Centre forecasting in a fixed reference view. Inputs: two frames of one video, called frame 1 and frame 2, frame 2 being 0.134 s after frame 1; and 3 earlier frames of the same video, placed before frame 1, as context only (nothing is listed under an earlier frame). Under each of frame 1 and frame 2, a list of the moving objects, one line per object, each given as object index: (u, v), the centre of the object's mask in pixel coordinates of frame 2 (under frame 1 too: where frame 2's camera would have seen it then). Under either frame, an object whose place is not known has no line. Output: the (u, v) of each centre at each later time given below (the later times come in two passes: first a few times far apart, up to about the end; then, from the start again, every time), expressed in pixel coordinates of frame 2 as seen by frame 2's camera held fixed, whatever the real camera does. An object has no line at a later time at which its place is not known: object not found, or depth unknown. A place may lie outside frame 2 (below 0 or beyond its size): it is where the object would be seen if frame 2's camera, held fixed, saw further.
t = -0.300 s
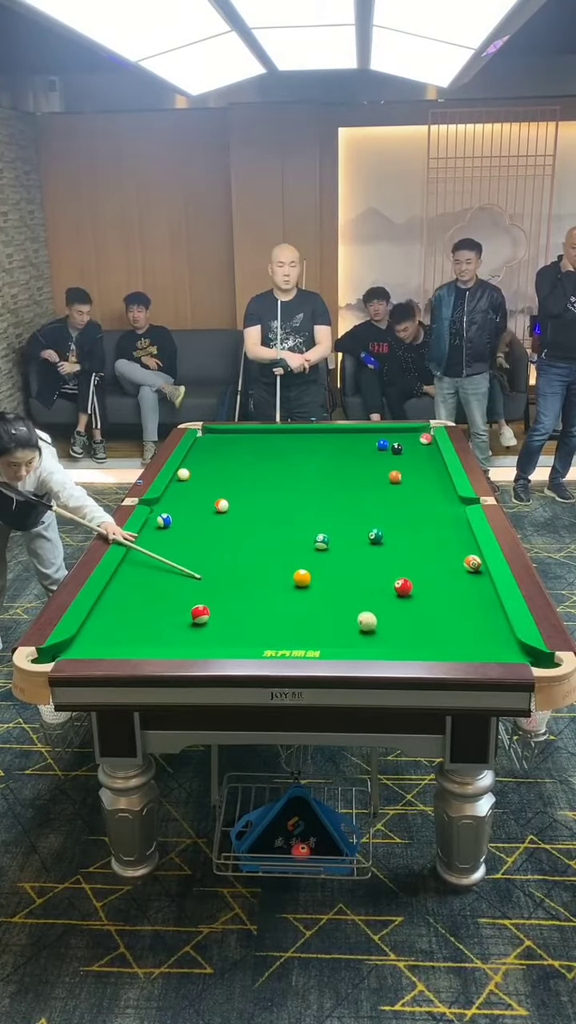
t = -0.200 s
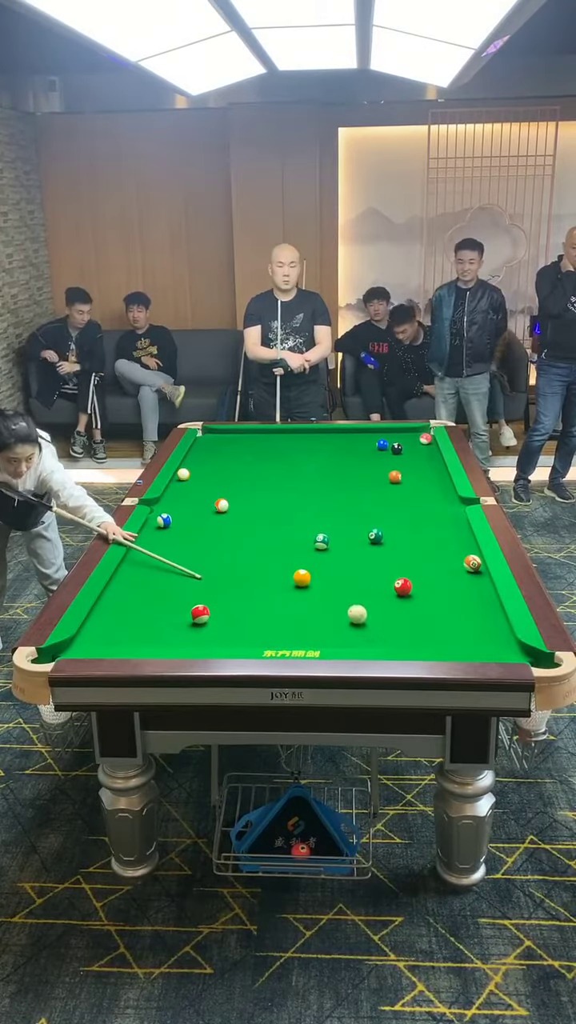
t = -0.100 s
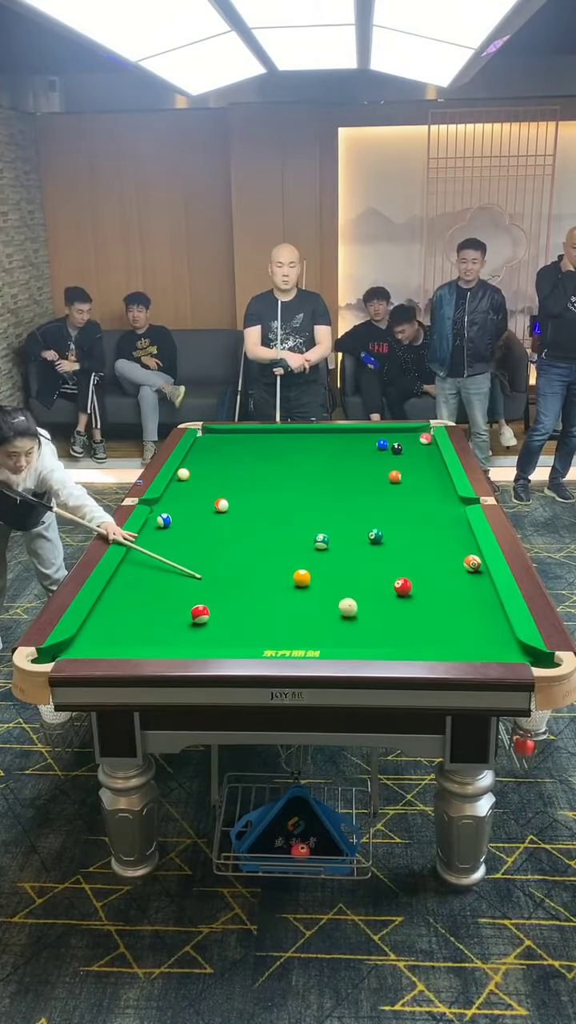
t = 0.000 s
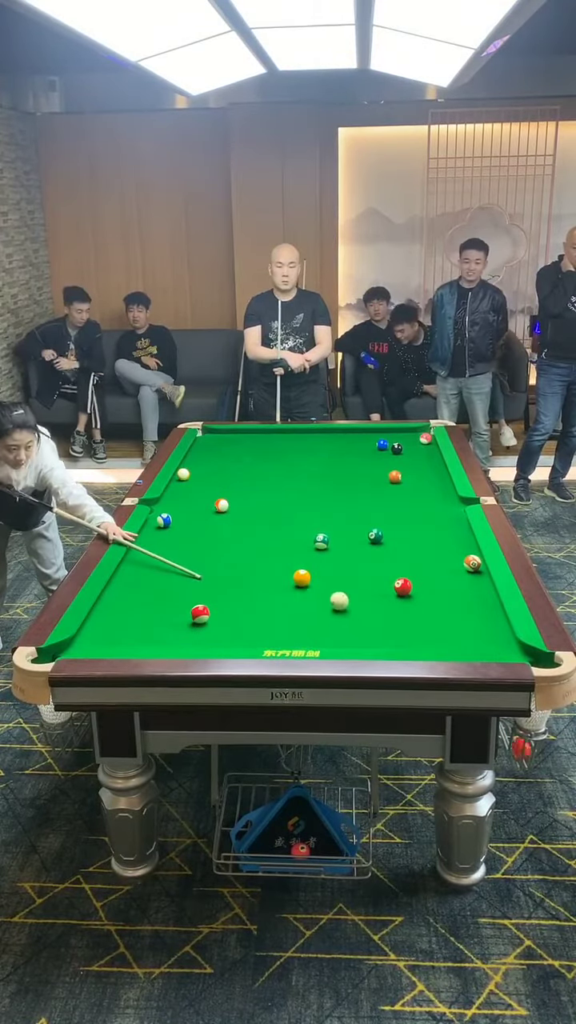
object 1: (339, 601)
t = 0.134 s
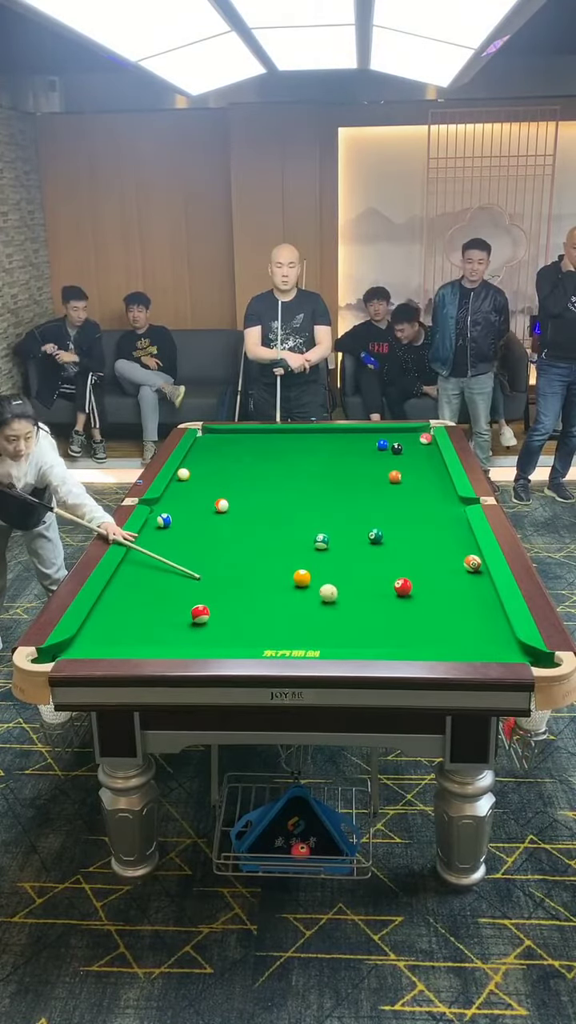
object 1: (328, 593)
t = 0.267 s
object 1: (318, 586)
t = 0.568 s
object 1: (315, 579)
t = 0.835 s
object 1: (315, 574)
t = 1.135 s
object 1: (316, 571)
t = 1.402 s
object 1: (316, 569)
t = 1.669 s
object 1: (316, 567)
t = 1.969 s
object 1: (316, 567)
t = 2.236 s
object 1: (316, 567)
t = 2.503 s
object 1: (316, 567)
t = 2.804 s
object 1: (316, 567)
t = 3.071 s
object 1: (316, 567)
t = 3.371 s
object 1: (316, 567)
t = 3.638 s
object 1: (316, 567)
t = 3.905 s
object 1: (316, 567)
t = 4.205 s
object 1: (316, 567)
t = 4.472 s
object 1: (316, 567)
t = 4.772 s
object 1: (316, 567)
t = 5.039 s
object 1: (316, 567)
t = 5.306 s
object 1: (316, 567)
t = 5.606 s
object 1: (316, 567)
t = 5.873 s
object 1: (316, 567)
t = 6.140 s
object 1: (316, 567)
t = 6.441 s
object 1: (316, 567)
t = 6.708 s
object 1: (316, 567)
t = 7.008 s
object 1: (316, 567)
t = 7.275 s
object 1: (316, 567)
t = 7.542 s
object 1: (316, 567)
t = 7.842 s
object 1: (316, 567)
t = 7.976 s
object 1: (316, 567)
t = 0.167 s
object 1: (326, 591)
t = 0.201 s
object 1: (323, 589)
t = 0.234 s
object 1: (321, 588)
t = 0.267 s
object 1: (318, 586)
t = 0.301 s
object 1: (316, 584)
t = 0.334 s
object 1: (314, 583)
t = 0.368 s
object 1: (314, 582)
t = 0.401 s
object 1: (315, 582)
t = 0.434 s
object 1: (315, 581)
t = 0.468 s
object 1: (315, 580)
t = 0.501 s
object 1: (315, 580)
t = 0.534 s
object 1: (315, 579)
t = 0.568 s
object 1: (315, 579)
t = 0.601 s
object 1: (315, 578)
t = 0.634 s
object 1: (315, 577)
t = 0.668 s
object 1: (315, 577)
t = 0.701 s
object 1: (315, 576)
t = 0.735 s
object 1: (315, 576)
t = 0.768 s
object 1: (315, 575)
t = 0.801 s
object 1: (315, 575)
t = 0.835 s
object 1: (315, 574)
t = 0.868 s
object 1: (315, 574)
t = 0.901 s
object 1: (315, 573)
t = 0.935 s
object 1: (315, 573)
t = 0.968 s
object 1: (315, 573)
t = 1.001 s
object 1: (315, 572)
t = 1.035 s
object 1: (315, 572)
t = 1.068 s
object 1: (316, 572)
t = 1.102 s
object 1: (316, 571)
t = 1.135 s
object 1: (316, 571)
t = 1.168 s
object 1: (316, 571)
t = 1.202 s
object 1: (316, 570)
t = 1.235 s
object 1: (316, 570)
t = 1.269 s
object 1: (316, 570)
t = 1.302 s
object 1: (316, 569)
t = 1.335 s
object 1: (316, 569)
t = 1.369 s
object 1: (316, 569)
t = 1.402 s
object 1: (316, 569)
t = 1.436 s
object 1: (316, 568)
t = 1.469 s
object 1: (316, 568)
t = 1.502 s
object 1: (316, 568)
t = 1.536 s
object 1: (316, 568)
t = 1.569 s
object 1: (316, 568)
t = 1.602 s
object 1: (316, 568)
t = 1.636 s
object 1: (316, 567)
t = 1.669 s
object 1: (316, 567)
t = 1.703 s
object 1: (316, 567)
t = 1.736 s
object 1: (316, 567)
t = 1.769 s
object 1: (316, 567)
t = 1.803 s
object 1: (316, 567)
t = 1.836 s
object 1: (316, 567)
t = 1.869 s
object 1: (316, 567)
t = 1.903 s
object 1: (316, 567)
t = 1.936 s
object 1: (316, 567)
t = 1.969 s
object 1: (316, 567)
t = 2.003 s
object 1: (316, 567)
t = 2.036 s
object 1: (316, 567)
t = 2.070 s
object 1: (316, 567)
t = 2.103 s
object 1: (316, 567)
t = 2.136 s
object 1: (316, 567)
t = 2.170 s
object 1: (316, 567)
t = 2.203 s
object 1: (316, 567)
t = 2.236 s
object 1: (316, 567)
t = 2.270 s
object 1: (316, 567)
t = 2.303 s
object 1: (316, 567)
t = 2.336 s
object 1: (316, 567)
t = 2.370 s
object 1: (316, 567)
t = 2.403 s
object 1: (316, 567)
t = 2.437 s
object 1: (316, 566)
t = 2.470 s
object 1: (316, 567)
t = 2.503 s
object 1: (316, 567)
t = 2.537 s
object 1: (316, 567)
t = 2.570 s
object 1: (316, 567)
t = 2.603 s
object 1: (316, 567)
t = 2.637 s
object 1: (316, 567)
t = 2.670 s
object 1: (316, 567)
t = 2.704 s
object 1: (316, 567)
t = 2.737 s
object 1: (316, 567)
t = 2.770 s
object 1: (316, 567)
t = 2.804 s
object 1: (316, 567)
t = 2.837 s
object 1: (316, 567)
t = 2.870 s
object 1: (316, 567)
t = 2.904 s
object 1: (316, 567)
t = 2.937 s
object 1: (316, 567)
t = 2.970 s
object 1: (316, 567)
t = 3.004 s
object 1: (316, 567)
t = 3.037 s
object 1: (316, 567)
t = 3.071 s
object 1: (316, 567)
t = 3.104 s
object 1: (316, 567)
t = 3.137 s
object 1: (316, 567)
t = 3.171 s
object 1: (316, 567)
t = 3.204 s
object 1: (316, 567)
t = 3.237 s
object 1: (316, 567)
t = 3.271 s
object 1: (316, 567)
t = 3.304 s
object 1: (316, 567)
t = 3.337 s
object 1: (316, 567)
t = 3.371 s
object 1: (316, 567)
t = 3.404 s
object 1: (316, 567)
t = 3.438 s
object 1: (316, 567)
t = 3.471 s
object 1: (316, 567)
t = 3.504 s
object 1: (316, 567)
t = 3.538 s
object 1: (316, 567)
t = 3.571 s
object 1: (316, 567)
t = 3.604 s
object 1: (316, 567)
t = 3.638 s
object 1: (316, 567)
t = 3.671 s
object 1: (316, 567)
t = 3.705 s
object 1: (316, 567)
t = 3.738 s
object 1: (316, 567)
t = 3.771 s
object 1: (316, 567)
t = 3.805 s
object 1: (316, 567)
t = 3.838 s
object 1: (316, 567)
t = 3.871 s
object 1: (316, 567)
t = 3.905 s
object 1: (316, 567)
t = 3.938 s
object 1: (316, 567)
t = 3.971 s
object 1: (316, 567)
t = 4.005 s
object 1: (316, 567)
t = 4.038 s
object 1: (316, 567)
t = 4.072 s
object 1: (316, 567)
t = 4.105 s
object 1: (316, 567)
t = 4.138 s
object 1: (316, 567)
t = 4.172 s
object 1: (316, 567)
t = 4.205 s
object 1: (316, 567)
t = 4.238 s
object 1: (316, 567)
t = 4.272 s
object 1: (316, 567)
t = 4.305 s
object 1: (316, 567)
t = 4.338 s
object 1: (316, 567)
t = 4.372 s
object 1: (316, 567)
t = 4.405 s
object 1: (316, 567)
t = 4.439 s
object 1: (316, 567)
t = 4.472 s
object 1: (316, 567)
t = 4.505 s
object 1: (316, 567)
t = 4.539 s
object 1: (316, 567)
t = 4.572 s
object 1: (316, 567)
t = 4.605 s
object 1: (316, 567)
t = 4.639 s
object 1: (316, 567)
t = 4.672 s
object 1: (316, 567)
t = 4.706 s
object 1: (316, 567)
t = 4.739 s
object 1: (316, 567)
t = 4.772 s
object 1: (316, 567)
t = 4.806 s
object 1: (316, 567)
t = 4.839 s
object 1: (316, 567)
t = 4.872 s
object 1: (316, 567)
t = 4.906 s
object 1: (316, 567)
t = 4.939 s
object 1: (316, 567)
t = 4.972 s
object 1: (316, 567)
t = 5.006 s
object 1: (316, 567)
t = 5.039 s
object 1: (316, 567)
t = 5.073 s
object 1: (316, 567)
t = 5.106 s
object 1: (316, 567)
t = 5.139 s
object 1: (316, 567)
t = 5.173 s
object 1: (316, 567)
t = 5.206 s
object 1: (316, 567)
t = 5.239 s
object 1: (316, 567)
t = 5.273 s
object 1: (316, 567)
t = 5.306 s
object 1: (316, 567)
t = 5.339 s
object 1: (316, 567)
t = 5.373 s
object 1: (316, 567)
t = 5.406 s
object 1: (316, 567)
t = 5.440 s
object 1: (316, 567)
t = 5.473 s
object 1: (316, 567)
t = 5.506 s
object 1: (316, 567)
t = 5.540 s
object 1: (316, 567)
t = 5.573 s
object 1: (316, 567)
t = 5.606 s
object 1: (316, 567)
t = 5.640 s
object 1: (316, 567)
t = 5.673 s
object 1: (316, 567)
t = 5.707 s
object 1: (316, 567)
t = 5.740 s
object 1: (316, 567)
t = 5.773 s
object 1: (316, 567)
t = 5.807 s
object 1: (316, 567)
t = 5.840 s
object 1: (316, 567)
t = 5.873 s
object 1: (316, 567)
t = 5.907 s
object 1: (316, 567)
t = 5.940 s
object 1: (316, 567)
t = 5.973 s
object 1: (316, 567)
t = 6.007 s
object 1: (316, 567)
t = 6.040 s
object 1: (316, 567)
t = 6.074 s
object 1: (316, 567)
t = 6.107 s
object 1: (316, 567)
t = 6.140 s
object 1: (316, 567)
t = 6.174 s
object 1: (316, 567)
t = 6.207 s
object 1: (316, 567)
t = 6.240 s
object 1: (316, 567)
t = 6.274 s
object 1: (316, 567)
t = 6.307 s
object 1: (316, 567)
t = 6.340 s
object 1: (316, 567)
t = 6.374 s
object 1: (316, 567)
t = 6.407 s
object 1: (316, 567)
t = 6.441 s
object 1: (316, 567)
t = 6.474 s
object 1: (316, 567)
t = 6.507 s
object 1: (316, 567)
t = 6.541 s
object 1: (316, 567)
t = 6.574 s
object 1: (316, 567)
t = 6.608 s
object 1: (316, 567)
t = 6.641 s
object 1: (316, 567)
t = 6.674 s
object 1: (316, 567)
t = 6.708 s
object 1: (316, 567)
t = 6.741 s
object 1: (316, 567)
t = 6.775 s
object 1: (316, 567)
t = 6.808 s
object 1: (316, 567)
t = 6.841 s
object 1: (316, 567)
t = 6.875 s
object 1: (316, 567)
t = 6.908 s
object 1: (316, 567)
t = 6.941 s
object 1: (316, 567)
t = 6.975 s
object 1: (316, 567)
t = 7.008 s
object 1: (316, 567)
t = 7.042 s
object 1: (316, 567)
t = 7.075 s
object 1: (316, 567)
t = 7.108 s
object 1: (316, 567)
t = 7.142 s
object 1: (316, 567)
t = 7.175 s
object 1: (316, 567)
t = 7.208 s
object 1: (316, 567)
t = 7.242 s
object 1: (316, 567)
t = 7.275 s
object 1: (316, 567)
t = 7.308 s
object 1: (316, 567)
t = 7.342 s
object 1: (316, 567)
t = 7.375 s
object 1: (316, 567)
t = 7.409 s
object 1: (316, 567)
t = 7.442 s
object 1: (316, 567)
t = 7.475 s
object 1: (316, 567)
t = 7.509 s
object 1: (316, 567)
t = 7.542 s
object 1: (316, 567)
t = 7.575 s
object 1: (316, 567)
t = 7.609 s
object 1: (316, 567)
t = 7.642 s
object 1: (316, 567)
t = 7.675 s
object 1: (316, 567)
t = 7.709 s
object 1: (316, 567)
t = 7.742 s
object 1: (316, 567)
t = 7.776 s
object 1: (316, 567)
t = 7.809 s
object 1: (316, 567)
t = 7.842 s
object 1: (316, 567)
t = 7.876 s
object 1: (316, 567)
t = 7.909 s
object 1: (316, 567)
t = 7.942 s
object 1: (316, 567)
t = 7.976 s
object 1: (316, 567)
